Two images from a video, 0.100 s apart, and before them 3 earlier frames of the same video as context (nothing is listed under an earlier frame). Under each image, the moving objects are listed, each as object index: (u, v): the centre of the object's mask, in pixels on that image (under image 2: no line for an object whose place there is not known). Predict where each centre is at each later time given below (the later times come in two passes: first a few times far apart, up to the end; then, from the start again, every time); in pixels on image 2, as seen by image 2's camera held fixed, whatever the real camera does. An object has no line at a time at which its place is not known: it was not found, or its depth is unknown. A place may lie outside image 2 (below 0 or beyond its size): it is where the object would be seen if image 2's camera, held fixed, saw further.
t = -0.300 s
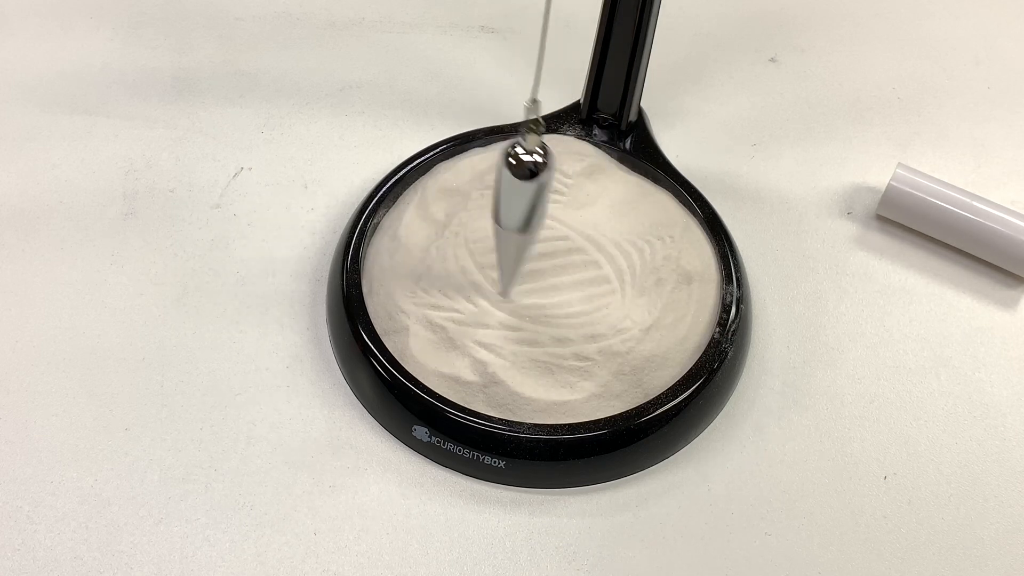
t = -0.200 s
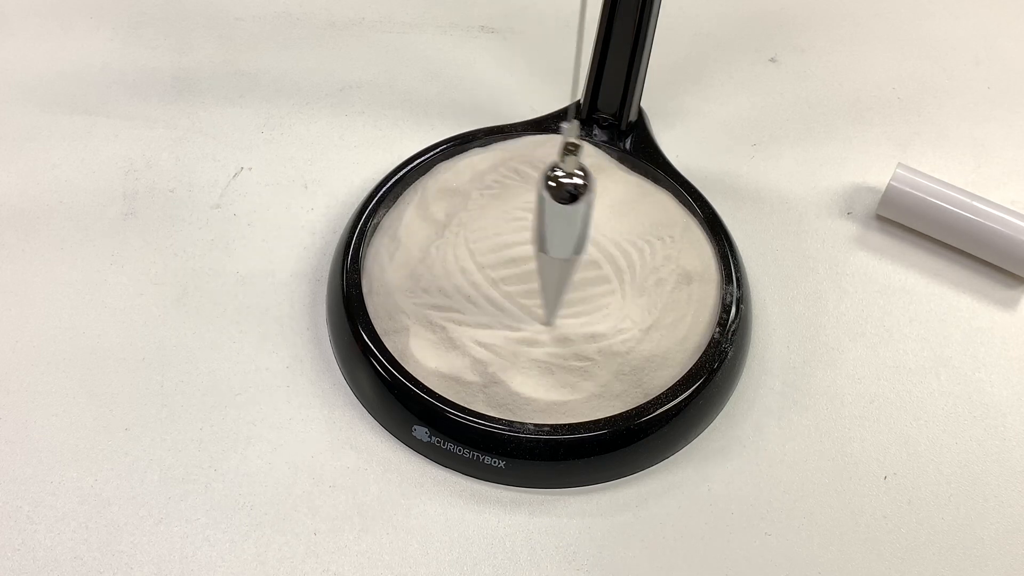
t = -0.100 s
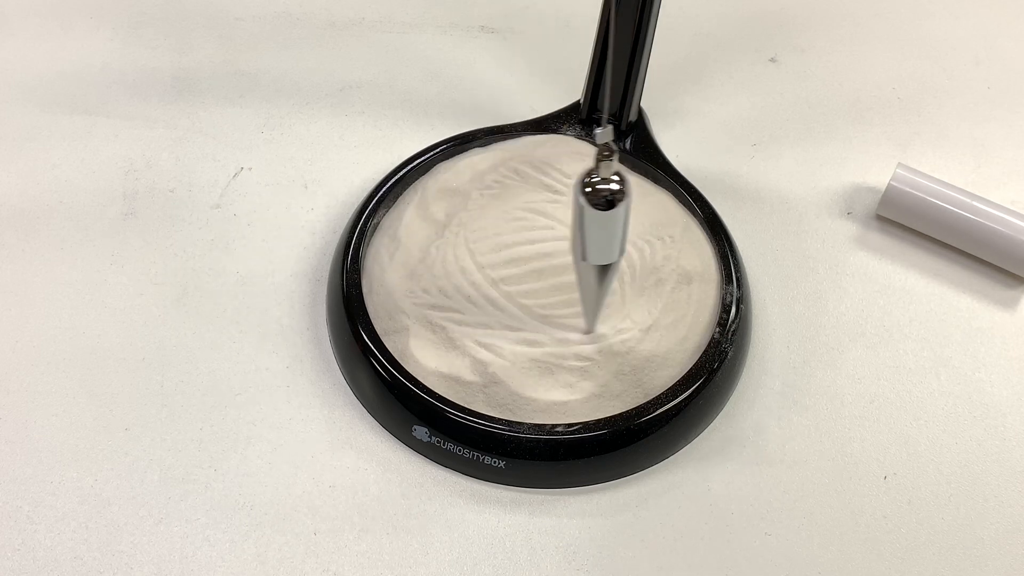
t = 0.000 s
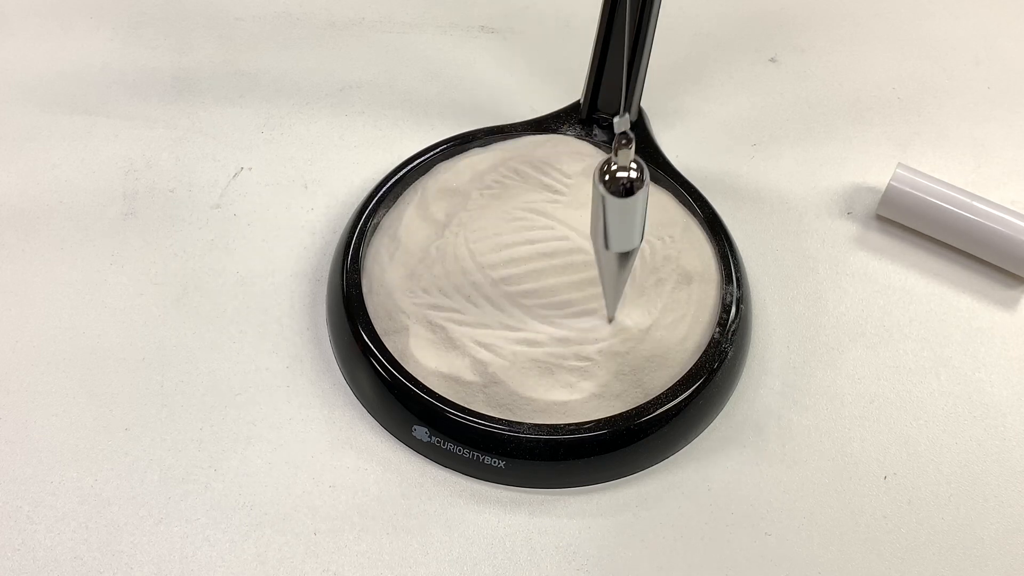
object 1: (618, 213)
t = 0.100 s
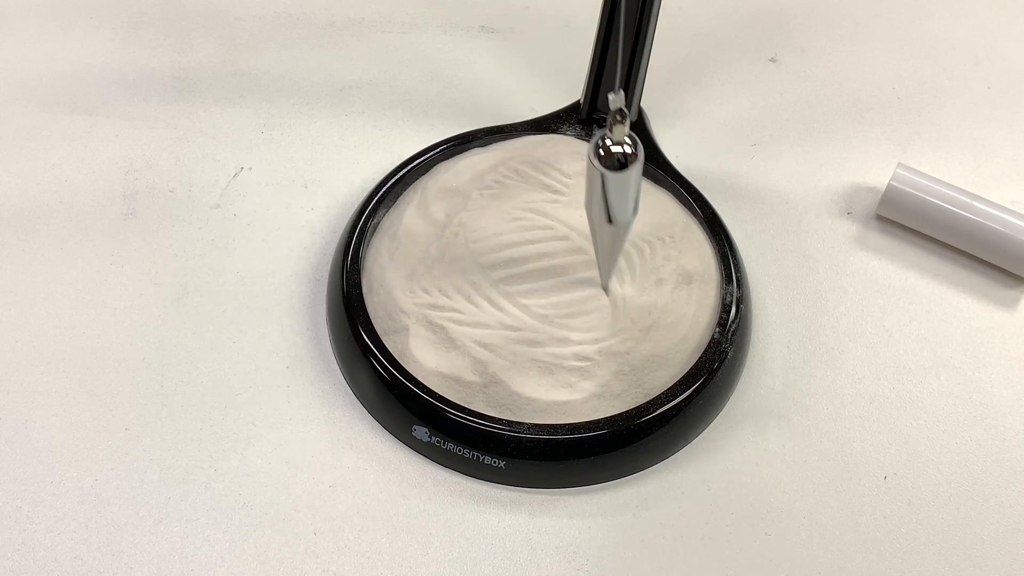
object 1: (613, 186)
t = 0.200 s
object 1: (587, 154)
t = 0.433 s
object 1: (508, 112)
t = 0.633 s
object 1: (502, 150)
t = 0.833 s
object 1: (564, 212)
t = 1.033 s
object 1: (611, 221)
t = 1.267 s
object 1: (568, 157)
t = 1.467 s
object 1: (512, 115)
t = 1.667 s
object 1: (512, 139)
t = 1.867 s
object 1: (568, 201)
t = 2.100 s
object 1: (602, 219)
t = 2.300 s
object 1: (561, 170)
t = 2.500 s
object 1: (514, 122)
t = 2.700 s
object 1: (521, 133)
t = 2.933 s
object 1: (579, 196)
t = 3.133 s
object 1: (596, 217)
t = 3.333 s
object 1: (555, 181)
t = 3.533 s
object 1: (515, 133)
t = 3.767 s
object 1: (534, 136)
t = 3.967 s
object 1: (581, 183)
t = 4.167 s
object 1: (590, 211)
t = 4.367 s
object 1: (550, 189)
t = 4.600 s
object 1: (515, 139)
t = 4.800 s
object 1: (539, 136)
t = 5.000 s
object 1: (582, 172)
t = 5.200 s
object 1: (587, 203)
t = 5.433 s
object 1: (539, 186)
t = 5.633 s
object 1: (516, 150)
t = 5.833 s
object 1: (542, 140)
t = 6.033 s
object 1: (583, 164)
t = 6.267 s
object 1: (580, 195)
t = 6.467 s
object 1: (538, 188)
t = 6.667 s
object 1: (518, 160)
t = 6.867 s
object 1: (543, 146)
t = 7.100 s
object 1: (585, 164)
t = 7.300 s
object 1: (578, 186)
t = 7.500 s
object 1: (539, 186)
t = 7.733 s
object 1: (521, 164)
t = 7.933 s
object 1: (550, 154)
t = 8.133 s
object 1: (582, 162)
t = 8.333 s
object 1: (576, 177)
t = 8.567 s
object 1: (536, 181)
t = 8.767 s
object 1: (525, 170)
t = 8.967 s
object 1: (549, 161)
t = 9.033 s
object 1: (560, 160)
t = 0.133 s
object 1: (606, 175)
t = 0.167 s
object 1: (597, 164)
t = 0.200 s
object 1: (587, 154)
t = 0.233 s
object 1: (575, 144)
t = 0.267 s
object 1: (563, 136)
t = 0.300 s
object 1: (550, 128)
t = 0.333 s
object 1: (538, 121)
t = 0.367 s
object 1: (527, 116)
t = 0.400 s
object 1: (517, 113)
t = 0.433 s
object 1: (508, 112)
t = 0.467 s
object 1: (502, 113)
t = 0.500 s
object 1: (497, 117)
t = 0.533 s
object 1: (495, 123)
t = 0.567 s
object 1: (495, 131)
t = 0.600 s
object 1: (497, 139)
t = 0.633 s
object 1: (502, 150)
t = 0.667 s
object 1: (509, 161)
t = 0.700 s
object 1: (518, 173)
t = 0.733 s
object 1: (529, 184)
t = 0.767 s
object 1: (540, 194)
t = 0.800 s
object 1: (552, 203)
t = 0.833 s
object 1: (564, 212)
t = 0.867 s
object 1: (576, 219)
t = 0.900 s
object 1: (587, 223)
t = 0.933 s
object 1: (596, 226)
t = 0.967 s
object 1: (603, 226)
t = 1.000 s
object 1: (608, 224)
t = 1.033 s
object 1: (611, 221)
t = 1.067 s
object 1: (611, 215)
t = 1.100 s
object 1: (608, 208)
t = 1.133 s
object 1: (604, 199)
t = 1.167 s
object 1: (597, 189)
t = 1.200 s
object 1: (588, 178)
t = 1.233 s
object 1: (578, 167)
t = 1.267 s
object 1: (568, 157)
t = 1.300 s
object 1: (557, 147)
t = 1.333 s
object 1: (547, 138)
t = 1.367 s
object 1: (536, 129)
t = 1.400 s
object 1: (527, 123)
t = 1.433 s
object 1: (518, 118)
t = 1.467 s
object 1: (512, 115)
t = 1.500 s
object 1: (507, 113)
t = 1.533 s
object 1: (504, 115)
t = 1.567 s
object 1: (503, 118)
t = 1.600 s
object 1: (504, 123)
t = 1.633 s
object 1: (507, 131)
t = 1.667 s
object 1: (512, 139)
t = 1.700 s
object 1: (519, 149)
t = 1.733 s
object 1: (527, 159)
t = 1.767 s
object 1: (536, 170)
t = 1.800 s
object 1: (547, 181)
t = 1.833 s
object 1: (557, 191)
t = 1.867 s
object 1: (568, 201)
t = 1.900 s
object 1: (577, 209)
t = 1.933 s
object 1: (586, 215)
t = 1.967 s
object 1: (593, 220)
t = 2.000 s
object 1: (599, 223)
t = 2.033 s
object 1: (602, 223)
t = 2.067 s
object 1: (603, 222)
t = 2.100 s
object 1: (602, 219)
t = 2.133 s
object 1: (599, 214)
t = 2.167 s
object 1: (594, 207)
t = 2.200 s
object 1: (588, 199)
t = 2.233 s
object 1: (580, 190)
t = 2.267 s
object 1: (571, 180)
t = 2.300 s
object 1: (561, 170)
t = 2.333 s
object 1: (552, 161)
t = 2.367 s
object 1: (542, 150)
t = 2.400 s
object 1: (533, 142)
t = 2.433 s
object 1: (526, 134)
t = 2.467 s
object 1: (519, 128)
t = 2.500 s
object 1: (514, 122)
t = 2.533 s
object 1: (511, 119)
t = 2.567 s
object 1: (509, 118)
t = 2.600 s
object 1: (509, 119)
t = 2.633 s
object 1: (512, 122)
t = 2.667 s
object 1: (515, 126)
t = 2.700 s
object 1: (521, 133)
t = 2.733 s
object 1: (527, 140)
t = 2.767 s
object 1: (535, 149)
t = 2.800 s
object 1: (544, 159)
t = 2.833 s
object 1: (553, 168)
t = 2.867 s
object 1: (562, 178)
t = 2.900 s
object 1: (571, 187)
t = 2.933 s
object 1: (579, 196)
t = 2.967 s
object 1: (586, 203)
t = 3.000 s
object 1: (592, 209)
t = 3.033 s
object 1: (596, 214)
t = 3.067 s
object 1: (597, 217)
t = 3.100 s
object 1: (598, 218)
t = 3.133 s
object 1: (596, 217)
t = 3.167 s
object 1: (592, 215)
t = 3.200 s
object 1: (587, 210)
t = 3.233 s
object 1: (580, 205)
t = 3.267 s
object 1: (572, 198)
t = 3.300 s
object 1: (564, 190)
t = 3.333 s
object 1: (555, 181)
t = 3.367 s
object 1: (546, 172)
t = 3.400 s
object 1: (538, 163)
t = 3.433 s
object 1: (530, 153)
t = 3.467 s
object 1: (524, 146)
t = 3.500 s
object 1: (519, 139)
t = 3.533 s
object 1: (515, 133)
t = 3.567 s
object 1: (513, 128)
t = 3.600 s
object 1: (513, 125)
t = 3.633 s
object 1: (514, 124)
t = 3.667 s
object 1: (517, 124)
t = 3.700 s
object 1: (521, 127)
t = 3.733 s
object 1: (527, 131)
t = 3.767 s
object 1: (534, 136)
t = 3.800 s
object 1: (542, 142)
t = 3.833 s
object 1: (550, 150)
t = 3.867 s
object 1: (558, 158)
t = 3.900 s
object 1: (566, 166)
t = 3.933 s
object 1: (574, 174)
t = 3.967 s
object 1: (581, 183)
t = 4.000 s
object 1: (587, 190)
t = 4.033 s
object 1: (591, 197)
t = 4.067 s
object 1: (593, 203)
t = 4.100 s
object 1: (594, 207)
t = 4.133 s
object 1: (593, 210)
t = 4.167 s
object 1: (590, 211)
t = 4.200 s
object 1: (586, 210)
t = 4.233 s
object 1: (581, 209)
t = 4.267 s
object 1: (574, 206)
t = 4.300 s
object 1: (566, 201)
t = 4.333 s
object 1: (558, 195)
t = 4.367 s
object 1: (550, 189)
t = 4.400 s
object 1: (542, 181)
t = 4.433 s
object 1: (535, 173)
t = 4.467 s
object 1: (528, 166)
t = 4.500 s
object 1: (523, 158)
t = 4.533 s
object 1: (519, 151)
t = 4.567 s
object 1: (516, 144)
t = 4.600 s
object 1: (515, 139)
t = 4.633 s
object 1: (516, 135)
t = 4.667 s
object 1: (518, 132)
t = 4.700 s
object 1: (521, 131)
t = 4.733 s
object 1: (526, 131)
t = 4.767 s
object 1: (532, 133)
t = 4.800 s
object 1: (539, 136)
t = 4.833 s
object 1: (547, 140)
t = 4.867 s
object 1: (554, 146)
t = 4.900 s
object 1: (562, 152)
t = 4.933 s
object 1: (570, 158)
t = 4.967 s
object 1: (576, 165)
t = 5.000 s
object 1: (582, 172)
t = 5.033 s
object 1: (587, 179)
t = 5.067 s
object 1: (590, 186)
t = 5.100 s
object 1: (592, 191)
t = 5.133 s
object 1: (591, 196)
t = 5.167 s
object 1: (590, 200)
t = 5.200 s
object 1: (587, 203)
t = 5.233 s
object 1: (582, 204)
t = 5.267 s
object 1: (576, 204)
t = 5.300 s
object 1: (570, 203)
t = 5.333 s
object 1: (562, 200)
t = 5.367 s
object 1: (554, 196)
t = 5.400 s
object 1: (547, 192)
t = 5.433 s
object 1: (539, 186)
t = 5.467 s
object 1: (532, 180)
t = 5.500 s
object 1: (526, 174)
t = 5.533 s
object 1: (522, 167)
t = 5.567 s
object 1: (518, 161)
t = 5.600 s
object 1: (516, 155)
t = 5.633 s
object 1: (516, 150)
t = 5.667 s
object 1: (517, 146)
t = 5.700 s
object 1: (520, 142)
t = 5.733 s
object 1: (524, 140)
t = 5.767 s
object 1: (529, 139)
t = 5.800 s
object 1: (535, 139)
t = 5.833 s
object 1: (542, 140)
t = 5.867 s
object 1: (549, 142)
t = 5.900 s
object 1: (557, 145)
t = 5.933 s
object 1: (564, 150)
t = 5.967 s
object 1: (571, 154)
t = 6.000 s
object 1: (577, 159)
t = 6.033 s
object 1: (583, 164)
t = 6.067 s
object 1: (586, 170)
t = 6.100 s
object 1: (589, 175)
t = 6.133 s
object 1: (590, 181)
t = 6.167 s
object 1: (590, 185)
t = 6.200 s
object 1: (588, 189)
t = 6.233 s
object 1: (584, 192)
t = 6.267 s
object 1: (580, 195)
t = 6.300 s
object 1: (574, 196)
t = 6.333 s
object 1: (567, 197)
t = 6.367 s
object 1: (560, 196)
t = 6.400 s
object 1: (552, 194)
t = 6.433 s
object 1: (545, 192)
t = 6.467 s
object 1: (538, 188)
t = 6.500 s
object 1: (532, 184)
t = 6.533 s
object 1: (526, 179)
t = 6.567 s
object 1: (522, 174)
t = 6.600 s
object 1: (519, 169)
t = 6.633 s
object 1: (517, 164)
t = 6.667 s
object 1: (518, 160)
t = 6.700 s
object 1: (519, 156)
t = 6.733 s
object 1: (521, 152)
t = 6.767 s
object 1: (526, 149)
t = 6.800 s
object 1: (531, 148)
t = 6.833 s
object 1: (537, 146)
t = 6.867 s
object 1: (543, 146)
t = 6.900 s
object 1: (550, 147)
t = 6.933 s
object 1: (557, 149)
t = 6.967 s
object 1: (565, 151)
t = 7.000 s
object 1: (571, 153)
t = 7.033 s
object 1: (577, 157)
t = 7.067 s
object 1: (581, 160)
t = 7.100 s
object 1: (585, 164)
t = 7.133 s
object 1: (587, 168)
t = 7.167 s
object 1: (588, 172)
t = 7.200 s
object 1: (587, 176)
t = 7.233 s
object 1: (585, 180)
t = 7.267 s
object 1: (582, 183)
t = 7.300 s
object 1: (578, 186)
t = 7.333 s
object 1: (572, 188)
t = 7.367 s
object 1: (566, 189)
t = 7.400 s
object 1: (559, 190)
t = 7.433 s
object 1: (552, 189)
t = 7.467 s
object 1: (546, 188)
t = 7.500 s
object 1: (539, 186)
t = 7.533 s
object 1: (533, 184)
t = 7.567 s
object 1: (528, 181)
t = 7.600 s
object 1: (524, 178)
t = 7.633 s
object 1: (521, 174)
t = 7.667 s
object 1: (520, 171)
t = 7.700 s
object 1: (520, 167)
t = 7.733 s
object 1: (521, 164)
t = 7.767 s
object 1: (524, 161)
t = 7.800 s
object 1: (527, 159)
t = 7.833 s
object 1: (532, 157)
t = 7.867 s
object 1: (538, 155)
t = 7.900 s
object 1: (544, 154)
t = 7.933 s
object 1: (550, 154)
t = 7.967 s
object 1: (557, 154)
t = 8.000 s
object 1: (563, 155)
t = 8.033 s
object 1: (569, 156)
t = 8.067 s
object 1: (574, 158)
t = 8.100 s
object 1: (578, 160)
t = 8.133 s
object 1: (582, 162)
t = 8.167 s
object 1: (584, 165)
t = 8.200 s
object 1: (584, 167)
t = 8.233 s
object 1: (584, 170)
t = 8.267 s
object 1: (582, 173)
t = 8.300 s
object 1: (579, 175)
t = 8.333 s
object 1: (576, 177)
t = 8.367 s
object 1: (571, 179)
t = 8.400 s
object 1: (566, 181)
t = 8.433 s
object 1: (560, 182)
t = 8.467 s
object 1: (553, 182)
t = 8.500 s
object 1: (547, 182)
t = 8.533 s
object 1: (542, 182)
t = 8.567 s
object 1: (536, 181)
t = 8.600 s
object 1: (532, 180)
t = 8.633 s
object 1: (528, 178)
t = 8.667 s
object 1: (526, 176)
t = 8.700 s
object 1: (524, 174)
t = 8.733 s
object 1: (524, 172)
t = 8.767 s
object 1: (525, 170)
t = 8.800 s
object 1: (527, 168)
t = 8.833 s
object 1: (530, 166)
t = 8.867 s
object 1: (534, 164)
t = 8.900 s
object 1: (539, 163)
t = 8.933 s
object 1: (544, 162)
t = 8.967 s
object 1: (549, 161)
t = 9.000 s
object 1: (555, 161)
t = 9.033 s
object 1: (560, 160)
